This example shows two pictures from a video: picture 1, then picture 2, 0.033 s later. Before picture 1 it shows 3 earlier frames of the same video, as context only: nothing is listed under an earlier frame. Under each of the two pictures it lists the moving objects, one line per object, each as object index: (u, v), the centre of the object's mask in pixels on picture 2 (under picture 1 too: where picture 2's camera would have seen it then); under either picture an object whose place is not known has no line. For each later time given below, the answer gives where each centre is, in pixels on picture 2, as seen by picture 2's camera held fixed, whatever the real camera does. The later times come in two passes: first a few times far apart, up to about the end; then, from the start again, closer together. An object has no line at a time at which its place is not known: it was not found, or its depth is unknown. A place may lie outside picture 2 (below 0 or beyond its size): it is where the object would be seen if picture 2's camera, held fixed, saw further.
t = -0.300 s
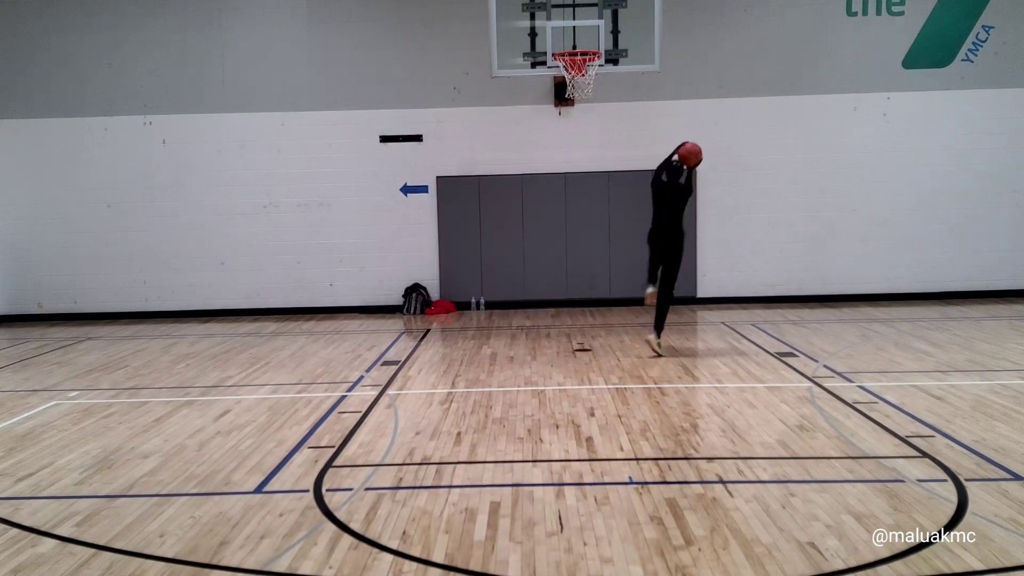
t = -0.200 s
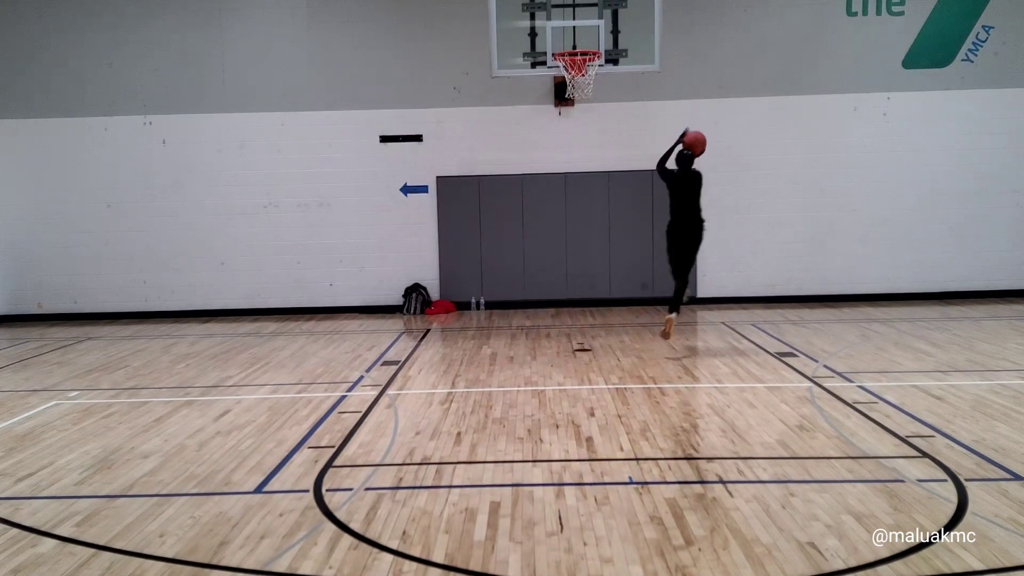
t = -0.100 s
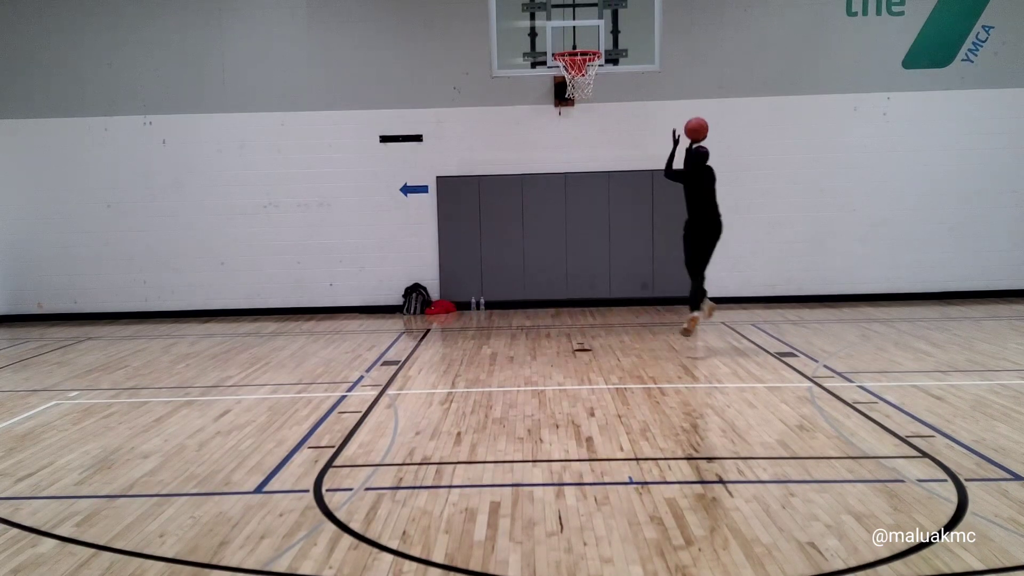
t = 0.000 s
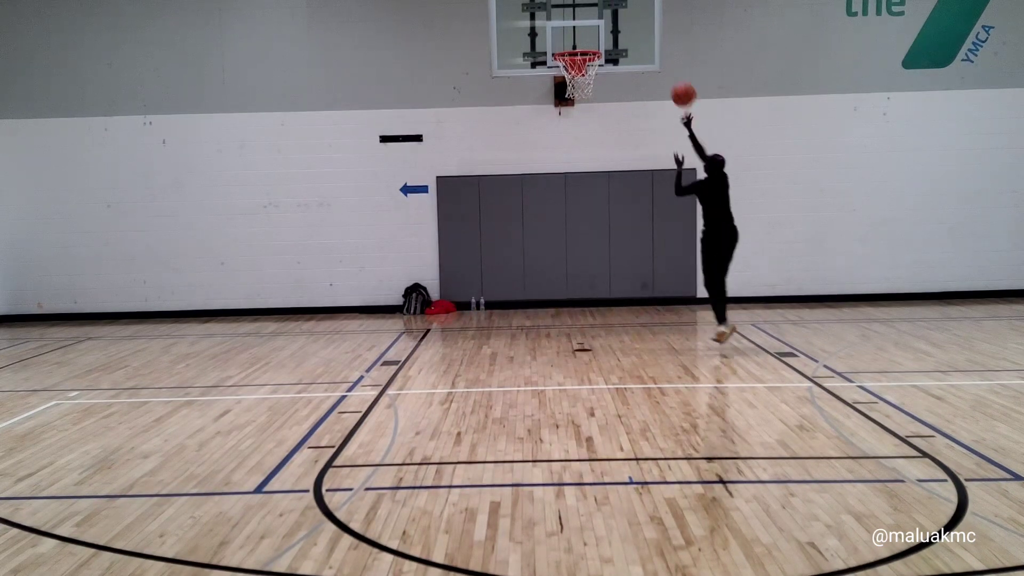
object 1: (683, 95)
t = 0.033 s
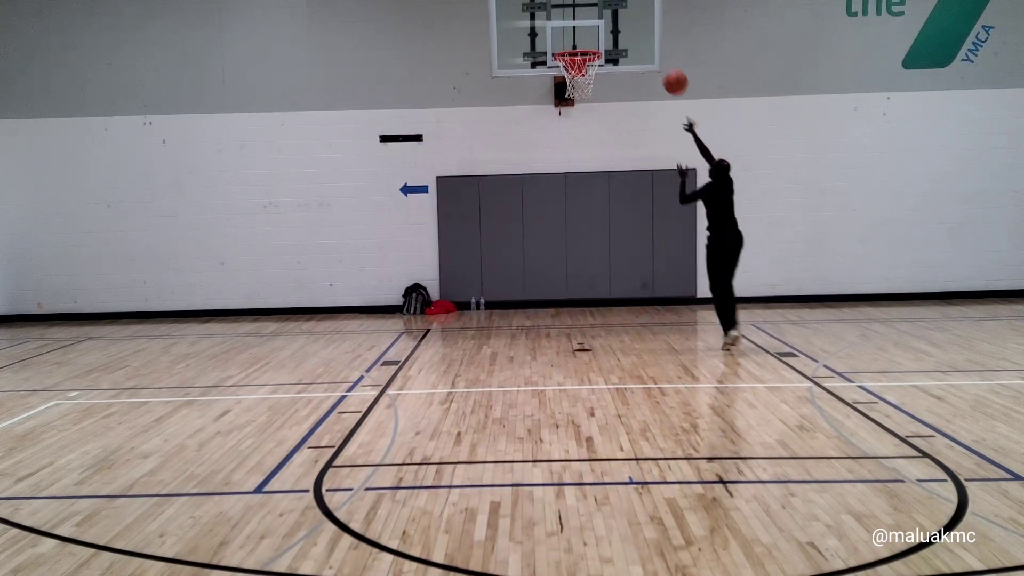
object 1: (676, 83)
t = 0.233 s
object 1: (628, 32)
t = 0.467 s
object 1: (595, 28)
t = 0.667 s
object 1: (578, 62)
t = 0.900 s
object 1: (576, 109)
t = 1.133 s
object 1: (578, 193)
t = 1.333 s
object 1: (581, 298)
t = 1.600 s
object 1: (582, 254)
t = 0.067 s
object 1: (667, 71)
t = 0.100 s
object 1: (660, 62)
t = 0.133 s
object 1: (651, 52)
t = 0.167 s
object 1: (643, 44)
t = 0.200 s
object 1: (636, 38)
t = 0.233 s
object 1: (628, 32)
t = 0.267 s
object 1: (621, 27)
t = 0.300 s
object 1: (615, 25)
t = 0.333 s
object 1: (611, 23)
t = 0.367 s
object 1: (607, 23)
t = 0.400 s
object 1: (603, 24)
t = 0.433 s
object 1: (599, 25)
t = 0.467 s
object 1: (595, 28)
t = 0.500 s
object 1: (591, 32)
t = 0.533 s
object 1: (587, 37)
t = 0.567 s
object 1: (583, 42)
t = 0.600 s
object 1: (579, 45)
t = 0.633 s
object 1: (578, 47)
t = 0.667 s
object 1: (578, 62)
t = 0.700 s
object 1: (578, 67)
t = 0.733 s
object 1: (578, 76)
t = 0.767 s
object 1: (578, 82)
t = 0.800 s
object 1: (577, 93)
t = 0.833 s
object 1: (576, 95)
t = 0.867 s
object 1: (576, 101)
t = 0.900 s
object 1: (576, 109)
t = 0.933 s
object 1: (576, 118)
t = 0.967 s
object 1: (577, 129)
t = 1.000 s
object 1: (577, 140)
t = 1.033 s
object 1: (577, 152)
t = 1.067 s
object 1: (578, 165)
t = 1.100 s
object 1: (578, 179)
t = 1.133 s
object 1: (578, 193)
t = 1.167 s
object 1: (579, 208)
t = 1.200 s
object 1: (579, 225)
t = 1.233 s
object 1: (580, 242)
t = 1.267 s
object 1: (580, 260)
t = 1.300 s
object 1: (580, 278)
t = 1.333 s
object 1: (581, 298)
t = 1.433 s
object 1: (581, 311)
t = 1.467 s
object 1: (582, 298)
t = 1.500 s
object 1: (582, 285)
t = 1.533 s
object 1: (582, 274)
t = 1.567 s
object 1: (582, 263)
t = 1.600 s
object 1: (582, 254)
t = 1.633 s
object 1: (582, 245)
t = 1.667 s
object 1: (583, 237)
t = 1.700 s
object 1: (583, 230)
